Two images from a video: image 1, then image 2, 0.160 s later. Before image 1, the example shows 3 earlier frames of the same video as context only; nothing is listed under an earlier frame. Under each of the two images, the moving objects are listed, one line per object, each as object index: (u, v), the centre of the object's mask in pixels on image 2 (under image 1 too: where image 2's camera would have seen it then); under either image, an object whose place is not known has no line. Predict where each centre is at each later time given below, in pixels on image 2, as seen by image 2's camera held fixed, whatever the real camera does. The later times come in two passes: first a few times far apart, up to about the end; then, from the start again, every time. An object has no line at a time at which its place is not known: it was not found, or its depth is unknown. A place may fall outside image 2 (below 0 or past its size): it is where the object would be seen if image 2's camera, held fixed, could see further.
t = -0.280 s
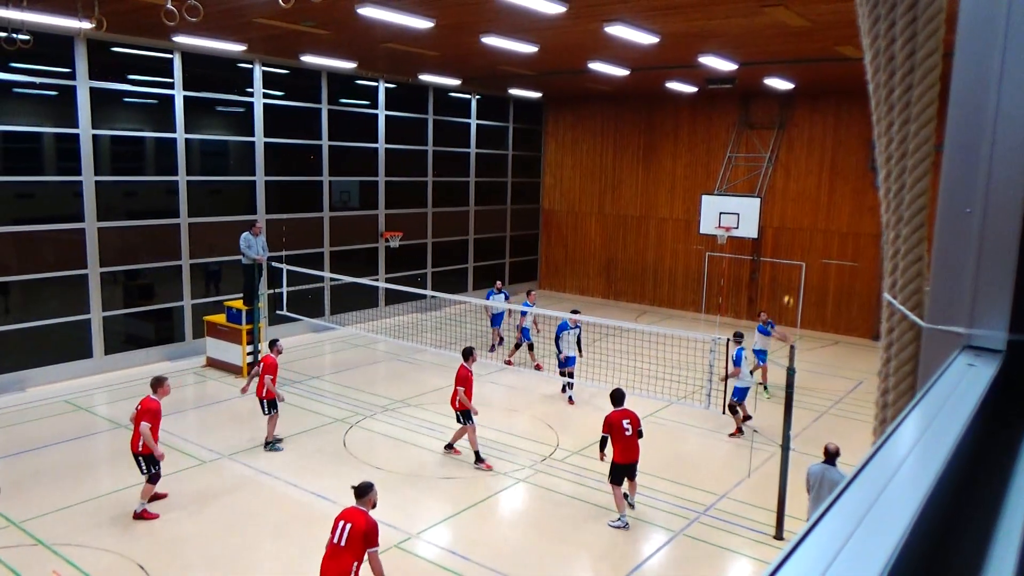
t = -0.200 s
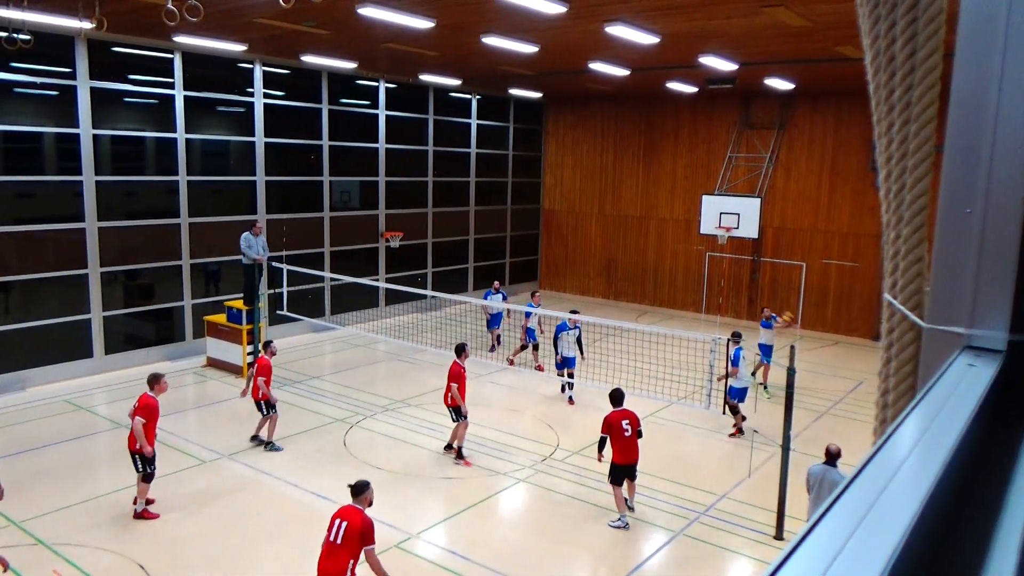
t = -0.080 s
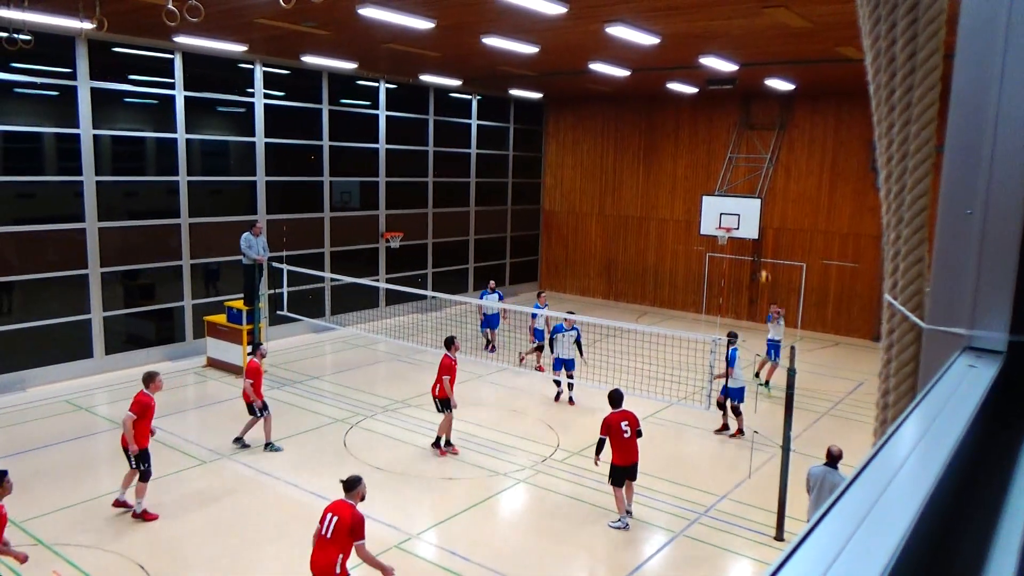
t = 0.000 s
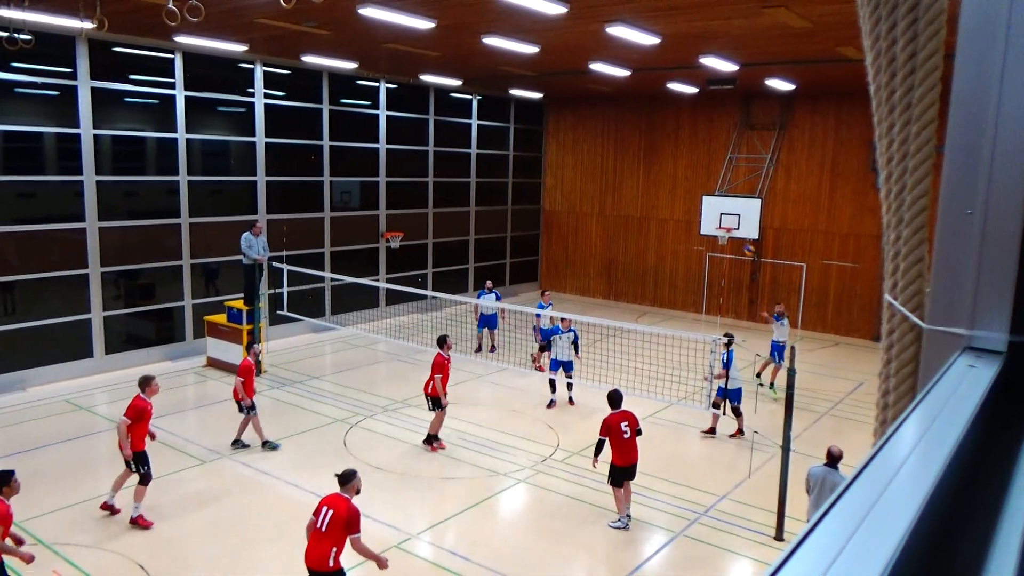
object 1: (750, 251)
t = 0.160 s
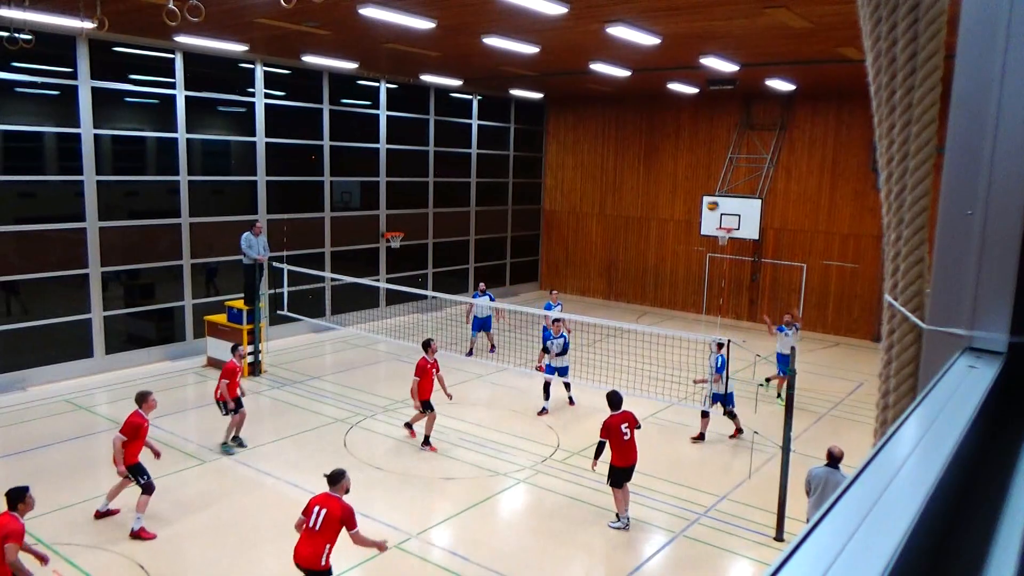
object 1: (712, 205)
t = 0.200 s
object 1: (702, 195)
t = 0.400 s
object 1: (648, 156)
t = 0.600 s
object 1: (585, 141)
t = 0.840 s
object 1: (494, 160)
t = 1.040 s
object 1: (408, 215)
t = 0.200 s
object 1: (702, 195)
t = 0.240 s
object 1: (692, 186)
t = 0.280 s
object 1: (681, 177)
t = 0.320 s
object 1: (671, 169)
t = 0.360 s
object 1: (660, 162)
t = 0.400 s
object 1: (648, 156)
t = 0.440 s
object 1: (635, 151)
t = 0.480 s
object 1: (623, 147)
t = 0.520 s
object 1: (612, 144)
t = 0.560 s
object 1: (597, 142)
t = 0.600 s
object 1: (585, 141)
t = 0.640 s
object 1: (571, 141)
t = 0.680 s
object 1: (557, 141)
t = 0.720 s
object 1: (542, 144)
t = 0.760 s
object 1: (527, 148)
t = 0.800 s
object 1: (511, 153)
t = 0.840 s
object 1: (494, 160)
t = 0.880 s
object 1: (478, 167)
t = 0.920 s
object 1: (461, 177)
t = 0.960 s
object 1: (443, 188)
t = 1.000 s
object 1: (426, 201)
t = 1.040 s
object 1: (408, 215)
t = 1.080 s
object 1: (391, 230)
